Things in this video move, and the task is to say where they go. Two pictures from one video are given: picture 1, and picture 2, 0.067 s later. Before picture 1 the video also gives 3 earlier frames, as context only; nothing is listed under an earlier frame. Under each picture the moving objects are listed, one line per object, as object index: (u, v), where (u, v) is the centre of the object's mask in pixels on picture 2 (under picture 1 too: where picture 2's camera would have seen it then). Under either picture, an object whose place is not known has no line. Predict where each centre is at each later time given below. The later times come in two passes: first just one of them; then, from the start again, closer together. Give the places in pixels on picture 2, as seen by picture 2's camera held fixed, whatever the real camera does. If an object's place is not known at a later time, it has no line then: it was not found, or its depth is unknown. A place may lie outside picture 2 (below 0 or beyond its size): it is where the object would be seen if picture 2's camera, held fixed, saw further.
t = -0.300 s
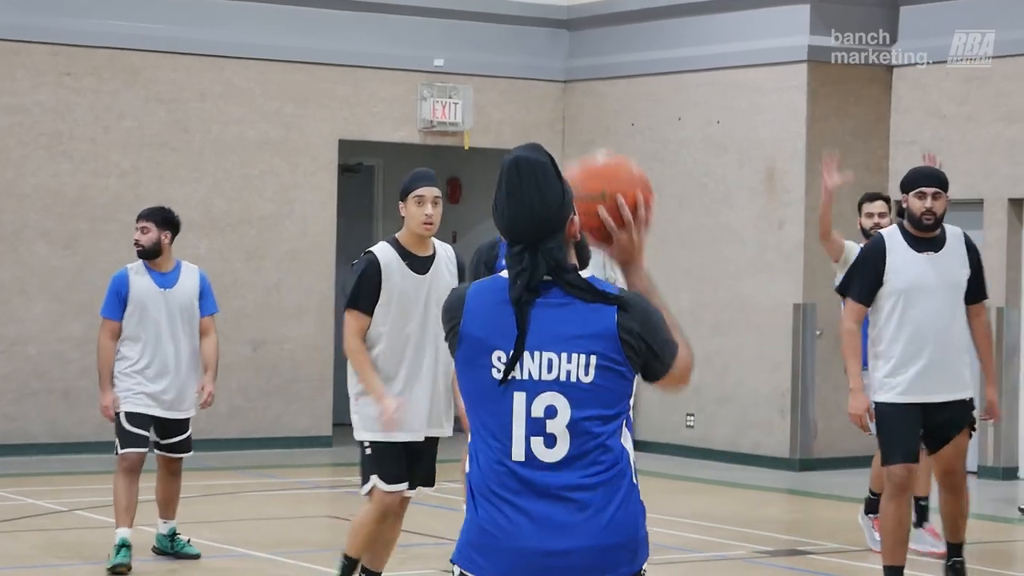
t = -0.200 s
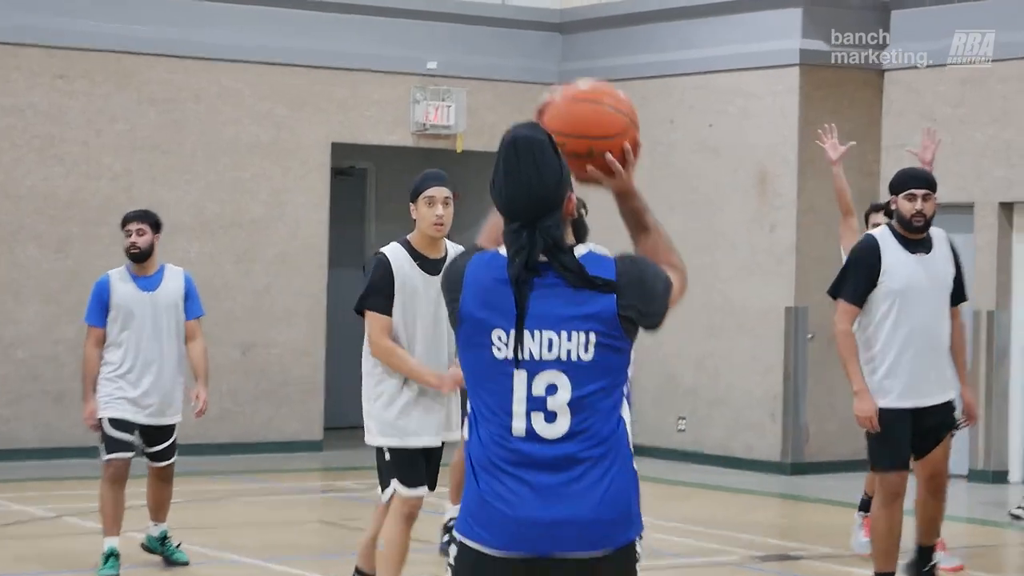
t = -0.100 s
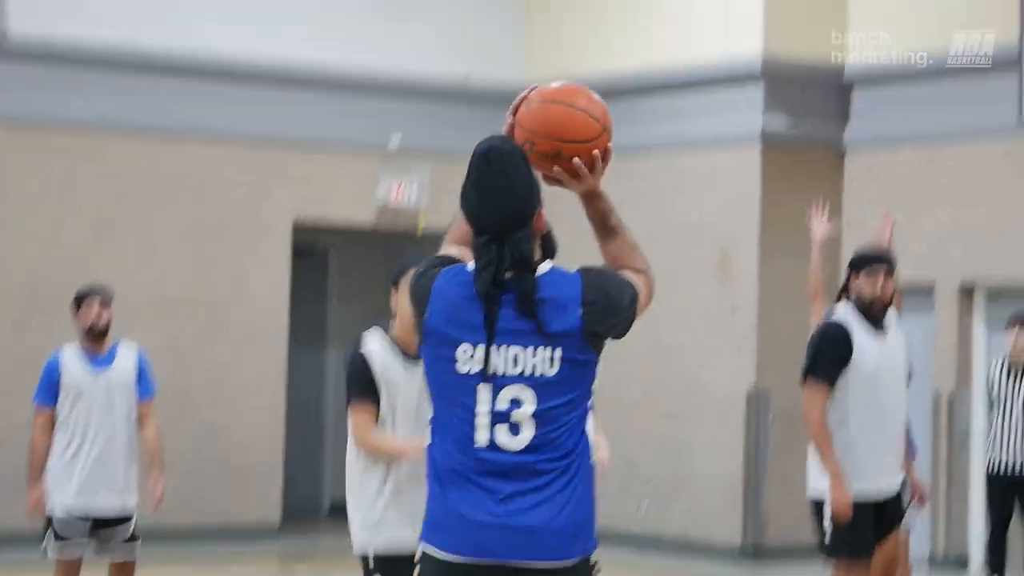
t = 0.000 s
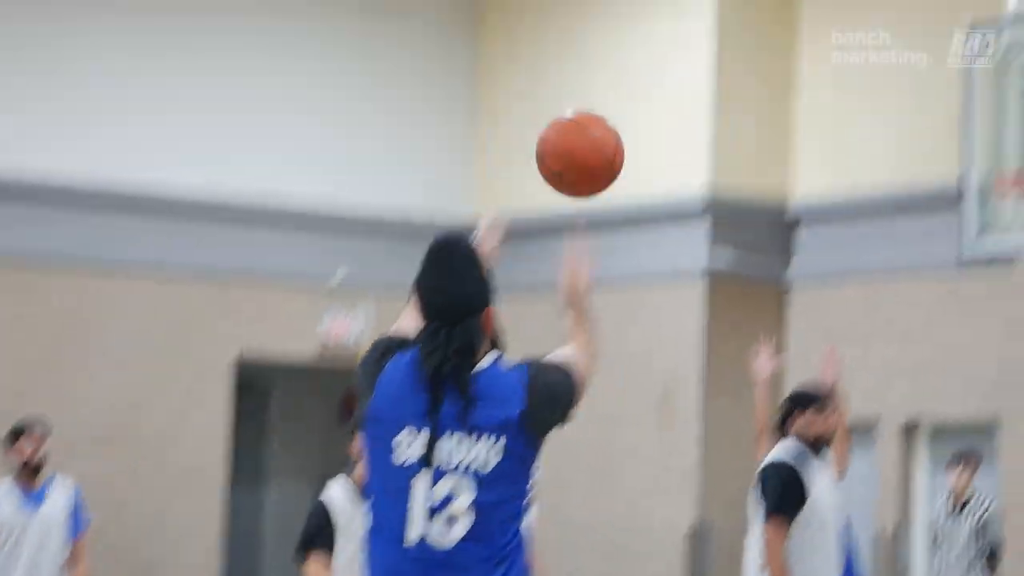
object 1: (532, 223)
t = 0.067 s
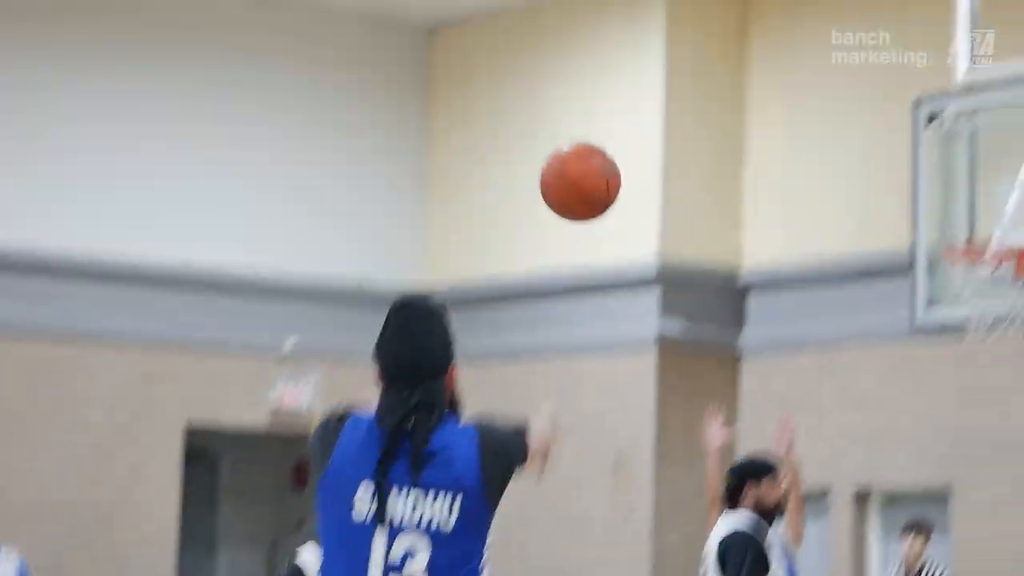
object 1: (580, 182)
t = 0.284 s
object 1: (691, 164)
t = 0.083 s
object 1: (590, 175)
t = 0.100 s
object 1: (600, 169)
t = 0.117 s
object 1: (610, 164)
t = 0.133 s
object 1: (620, 161)
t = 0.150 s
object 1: (629, 158)
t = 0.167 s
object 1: (638, 157)
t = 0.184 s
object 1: (646, 155)
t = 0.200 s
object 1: (654, 155)
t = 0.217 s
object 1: (662, 156)
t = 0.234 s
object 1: (669, 157)
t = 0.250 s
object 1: (677, 159)
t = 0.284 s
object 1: (691, 164)
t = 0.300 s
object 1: (696, 168)
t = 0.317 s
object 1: (703, 172)
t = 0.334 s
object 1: (708, 177)
